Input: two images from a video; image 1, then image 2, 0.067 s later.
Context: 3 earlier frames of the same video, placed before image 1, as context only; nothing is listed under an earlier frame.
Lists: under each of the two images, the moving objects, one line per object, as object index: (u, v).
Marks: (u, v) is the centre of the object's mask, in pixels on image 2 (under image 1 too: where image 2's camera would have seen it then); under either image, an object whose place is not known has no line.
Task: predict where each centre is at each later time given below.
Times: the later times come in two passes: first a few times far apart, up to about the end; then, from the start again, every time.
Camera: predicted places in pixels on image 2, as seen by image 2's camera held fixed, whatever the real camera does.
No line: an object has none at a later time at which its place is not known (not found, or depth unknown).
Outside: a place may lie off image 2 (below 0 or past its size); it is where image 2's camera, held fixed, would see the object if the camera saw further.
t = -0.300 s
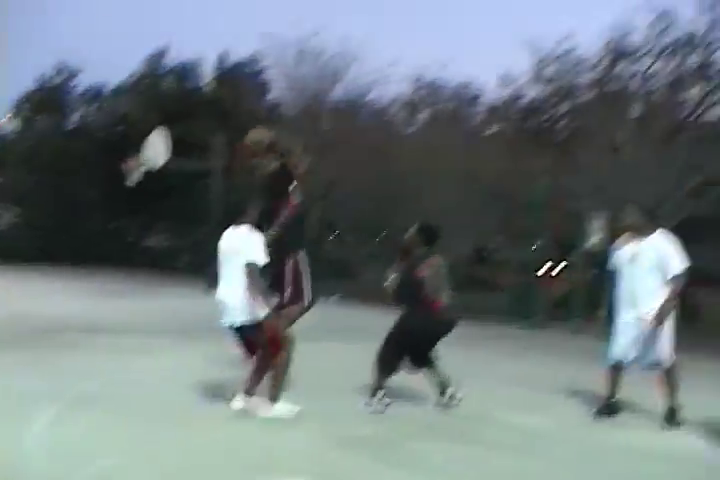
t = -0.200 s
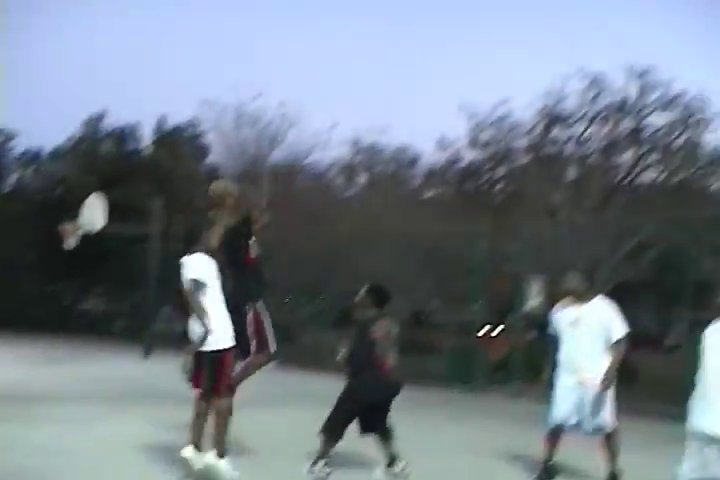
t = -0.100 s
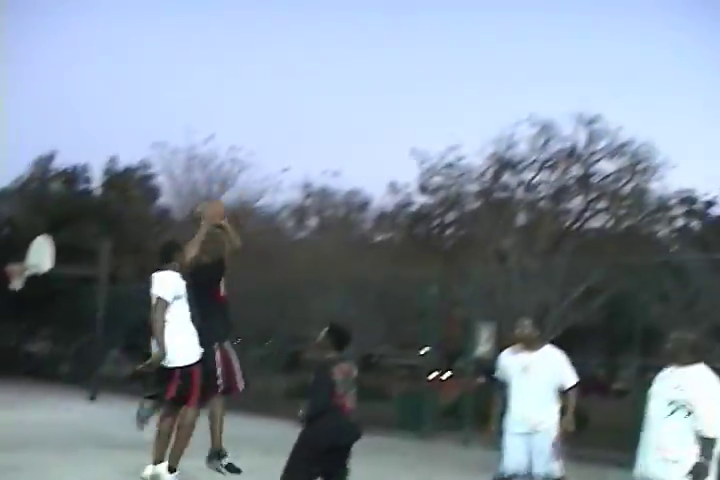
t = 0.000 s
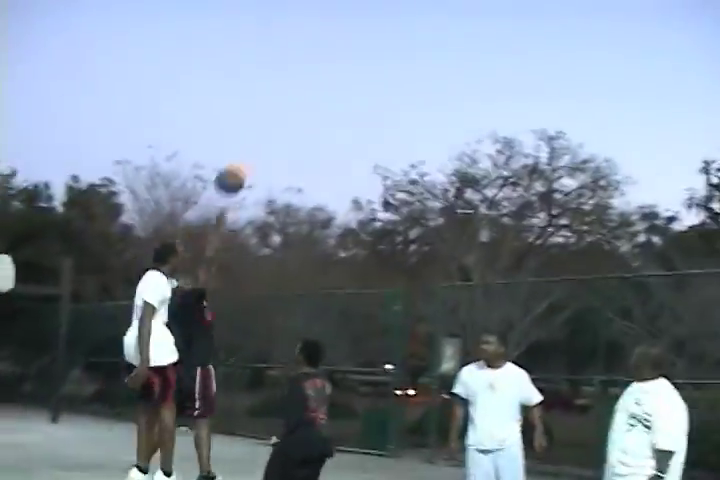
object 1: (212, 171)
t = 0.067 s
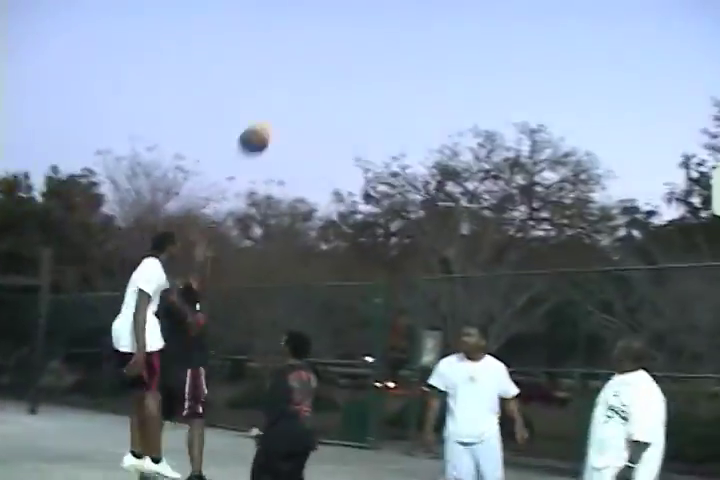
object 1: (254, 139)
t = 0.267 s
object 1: (377, 77)
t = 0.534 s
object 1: (534, 63)
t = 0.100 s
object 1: (274, 126)
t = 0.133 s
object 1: (295, 114)
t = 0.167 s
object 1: (315, 103)
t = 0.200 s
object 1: (336, 92)
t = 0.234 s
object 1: (356, 84)
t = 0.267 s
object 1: (377, 77)
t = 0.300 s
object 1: (397, 71)
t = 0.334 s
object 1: (417, 66)
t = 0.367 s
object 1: (437, 63)
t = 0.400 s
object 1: (457, 60)
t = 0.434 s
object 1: (476, 59)
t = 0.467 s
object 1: (496, 59)
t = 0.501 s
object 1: (515, 60)
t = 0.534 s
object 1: (534, 63)
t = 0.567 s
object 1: (553, 67)
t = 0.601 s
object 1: (573, 71)
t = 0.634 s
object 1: (591, 78)
